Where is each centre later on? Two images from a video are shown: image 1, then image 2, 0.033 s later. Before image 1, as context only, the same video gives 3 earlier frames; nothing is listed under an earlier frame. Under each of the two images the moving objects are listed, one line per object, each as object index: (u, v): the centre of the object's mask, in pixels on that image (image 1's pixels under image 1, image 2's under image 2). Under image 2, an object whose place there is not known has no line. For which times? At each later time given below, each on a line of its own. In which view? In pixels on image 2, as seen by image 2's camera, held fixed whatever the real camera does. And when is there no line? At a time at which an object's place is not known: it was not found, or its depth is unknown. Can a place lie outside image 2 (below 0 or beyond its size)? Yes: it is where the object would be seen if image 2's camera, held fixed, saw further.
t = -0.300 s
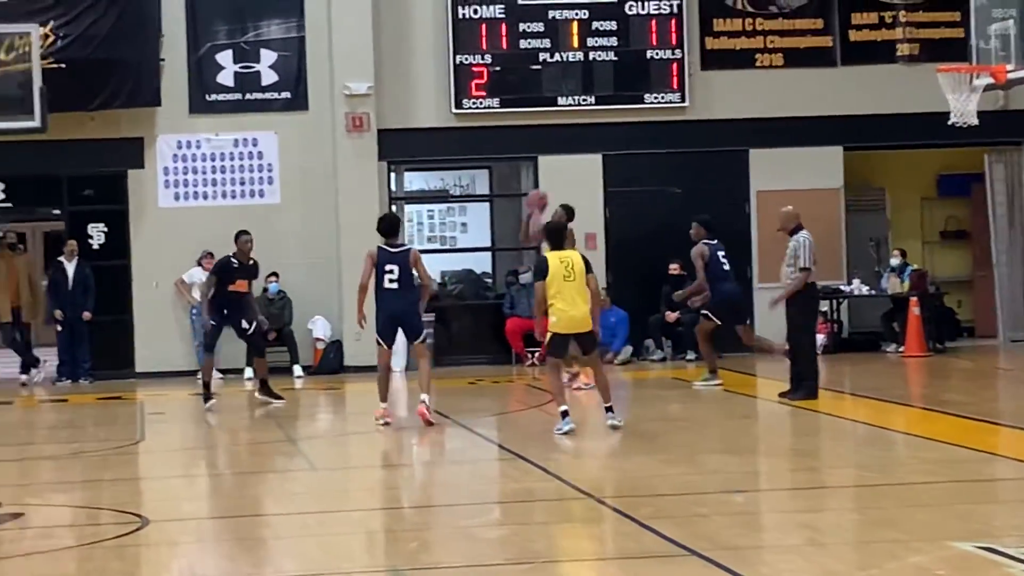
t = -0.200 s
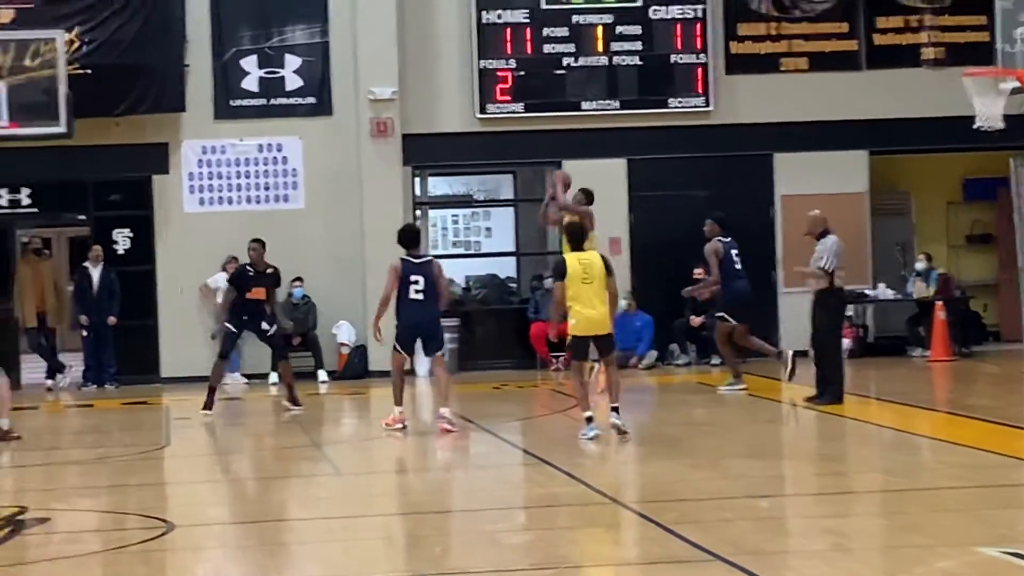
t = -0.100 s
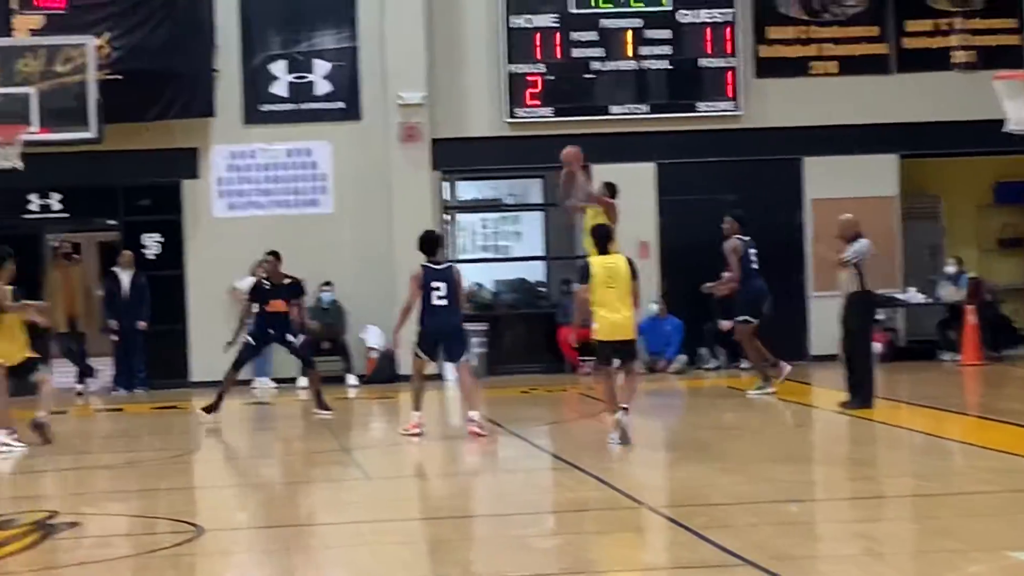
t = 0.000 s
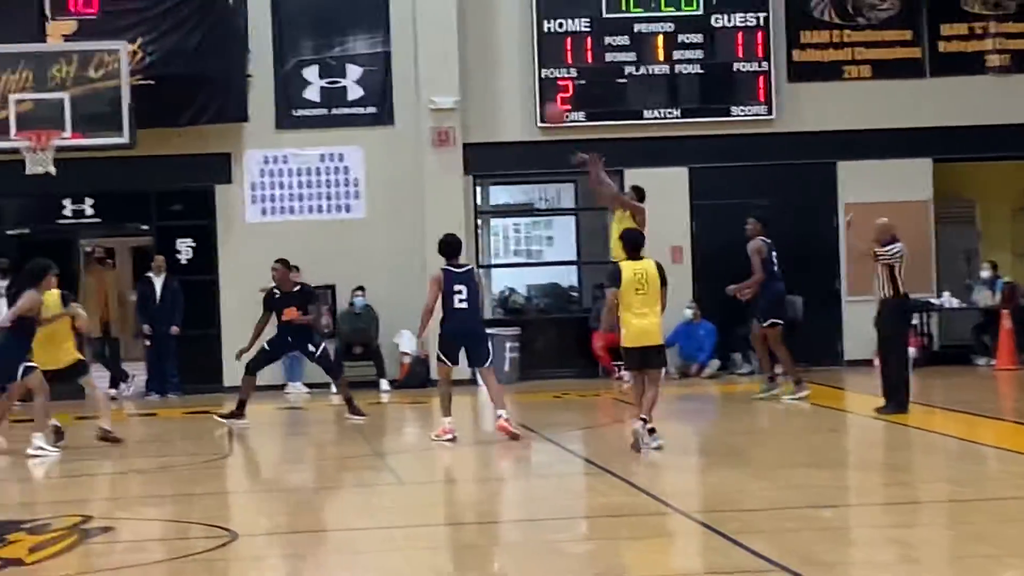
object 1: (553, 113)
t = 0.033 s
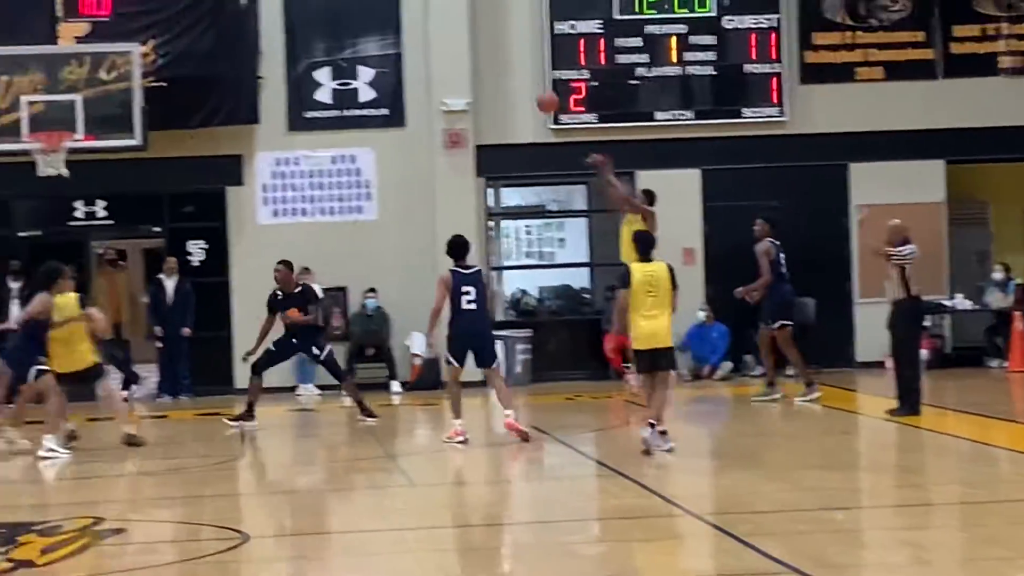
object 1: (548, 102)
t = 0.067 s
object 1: (529, 89)
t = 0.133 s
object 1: (495, 67)
